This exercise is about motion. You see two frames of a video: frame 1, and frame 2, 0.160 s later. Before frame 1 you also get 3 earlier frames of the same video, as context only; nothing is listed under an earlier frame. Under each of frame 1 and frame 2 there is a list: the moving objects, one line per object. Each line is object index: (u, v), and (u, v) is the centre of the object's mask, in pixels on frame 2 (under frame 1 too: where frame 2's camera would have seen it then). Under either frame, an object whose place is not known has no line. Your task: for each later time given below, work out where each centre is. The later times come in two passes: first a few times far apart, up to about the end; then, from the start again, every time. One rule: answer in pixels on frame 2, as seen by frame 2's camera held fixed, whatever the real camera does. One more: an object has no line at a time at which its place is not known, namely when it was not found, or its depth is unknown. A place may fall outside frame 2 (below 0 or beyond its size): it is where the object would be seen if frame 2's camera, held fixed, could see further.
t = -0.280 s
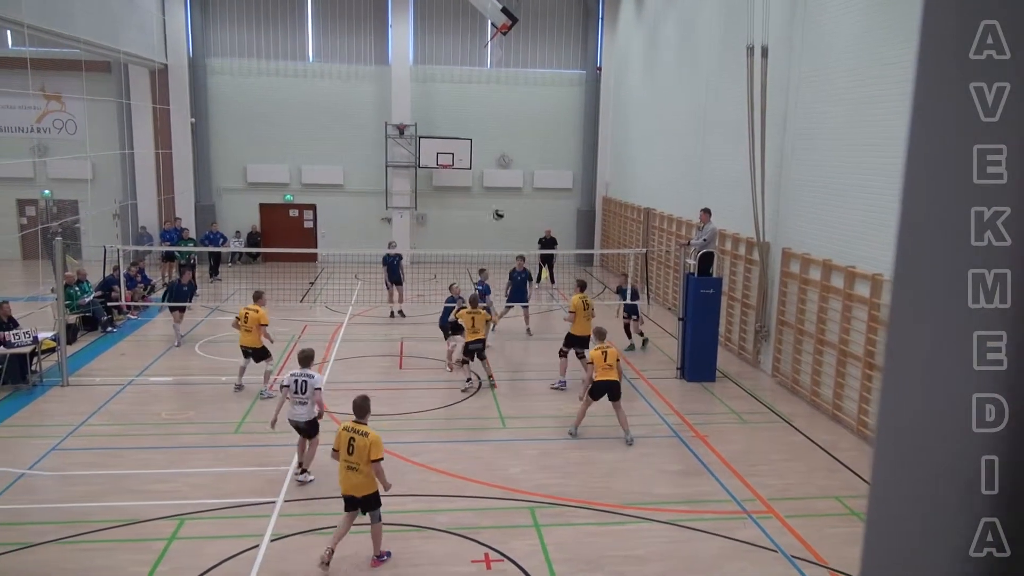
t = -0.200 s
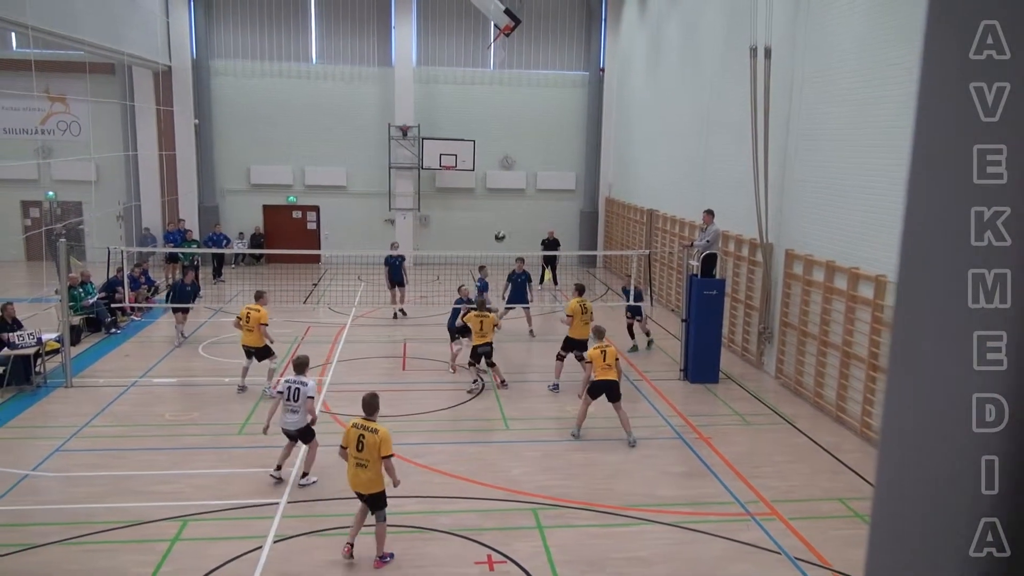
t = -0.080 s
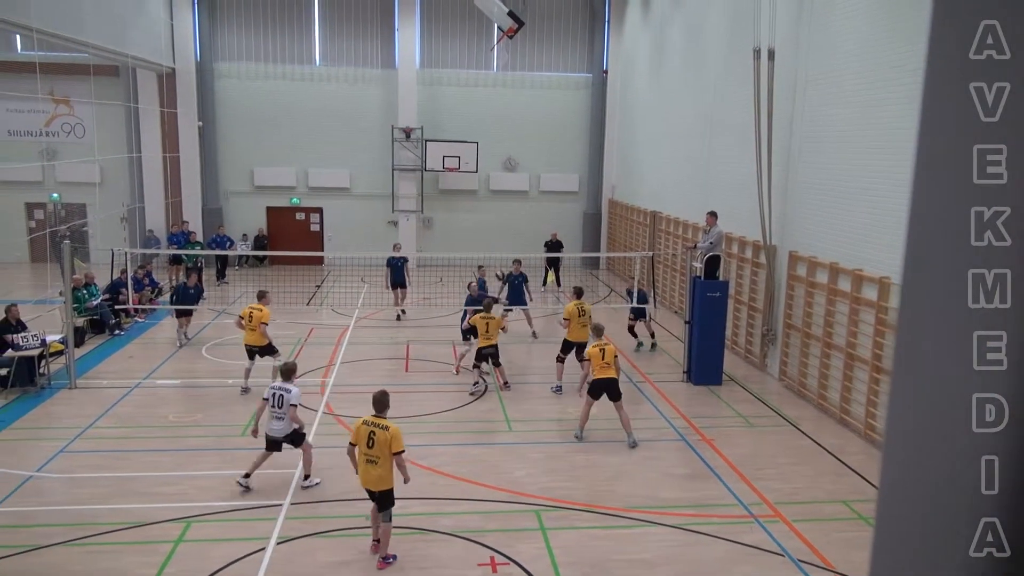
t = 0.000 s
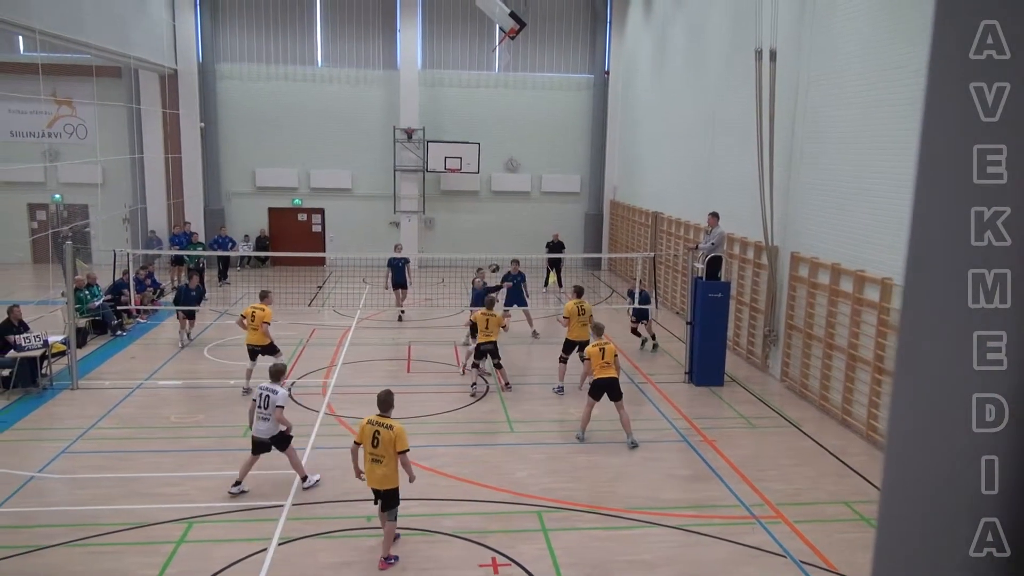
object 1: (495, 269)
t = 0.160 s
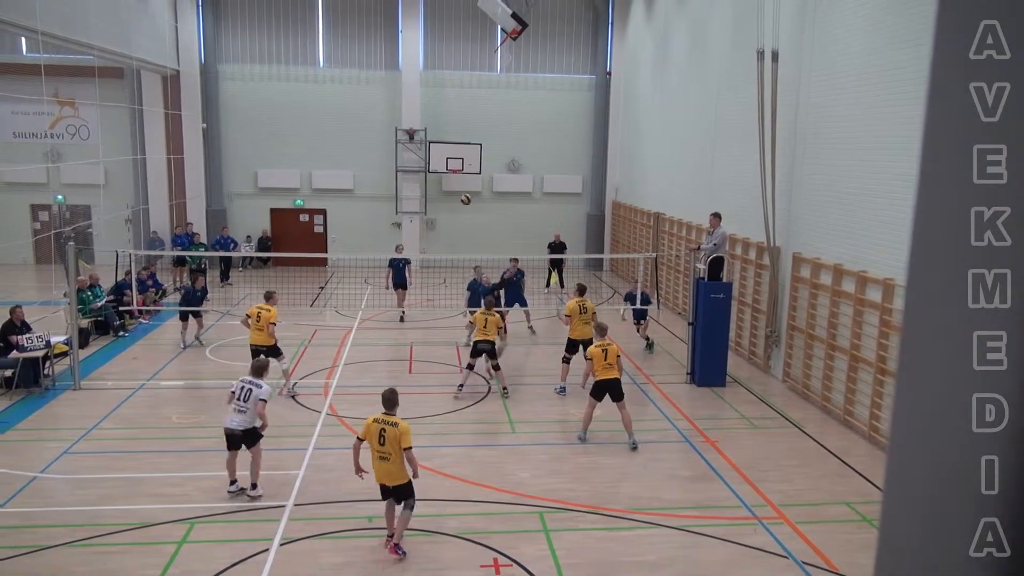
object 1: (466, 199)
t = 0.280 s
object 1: (443, 157)
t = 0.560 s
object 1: (390, 88)
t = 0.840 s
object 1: (339, 65)
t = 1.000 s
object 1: (309, 72)
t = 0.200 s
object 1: (458, 185)
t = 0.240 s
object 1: (450, 171)
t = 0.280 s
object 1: (443, 157)
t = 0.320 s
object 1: (435, 144)
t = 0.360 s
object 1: (428, 133)
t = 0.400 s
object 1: (420, 123)
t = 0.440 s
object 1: (413, 112)
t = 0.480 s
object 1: (405, 104)
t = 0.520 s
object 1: (397, 96)
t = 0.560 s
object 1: (390, 88)
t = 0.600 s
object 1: (383, 83)
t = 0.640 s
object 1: (375, 77)
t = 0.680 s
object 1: (367, 73)
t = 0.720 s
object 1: (359, 70)
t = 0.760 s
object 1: (353, 67)
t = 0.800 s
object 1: (346, 66)
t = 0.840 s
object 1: (339, 65)
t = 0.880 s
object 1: (332, 65)
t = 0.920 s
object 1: (324, 67)
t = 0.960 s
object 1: (317, 68)
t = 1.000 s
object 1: (309, 72)
